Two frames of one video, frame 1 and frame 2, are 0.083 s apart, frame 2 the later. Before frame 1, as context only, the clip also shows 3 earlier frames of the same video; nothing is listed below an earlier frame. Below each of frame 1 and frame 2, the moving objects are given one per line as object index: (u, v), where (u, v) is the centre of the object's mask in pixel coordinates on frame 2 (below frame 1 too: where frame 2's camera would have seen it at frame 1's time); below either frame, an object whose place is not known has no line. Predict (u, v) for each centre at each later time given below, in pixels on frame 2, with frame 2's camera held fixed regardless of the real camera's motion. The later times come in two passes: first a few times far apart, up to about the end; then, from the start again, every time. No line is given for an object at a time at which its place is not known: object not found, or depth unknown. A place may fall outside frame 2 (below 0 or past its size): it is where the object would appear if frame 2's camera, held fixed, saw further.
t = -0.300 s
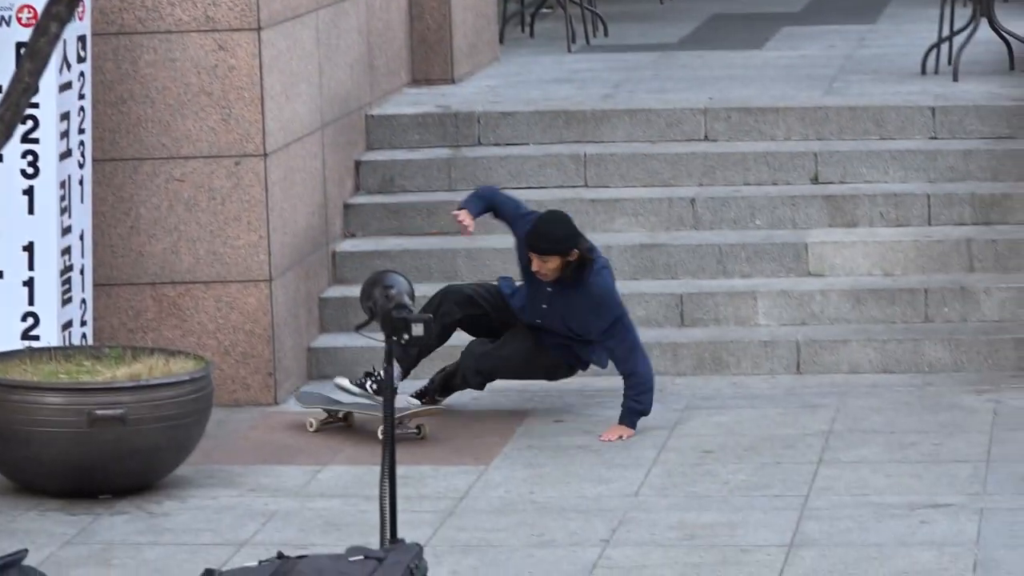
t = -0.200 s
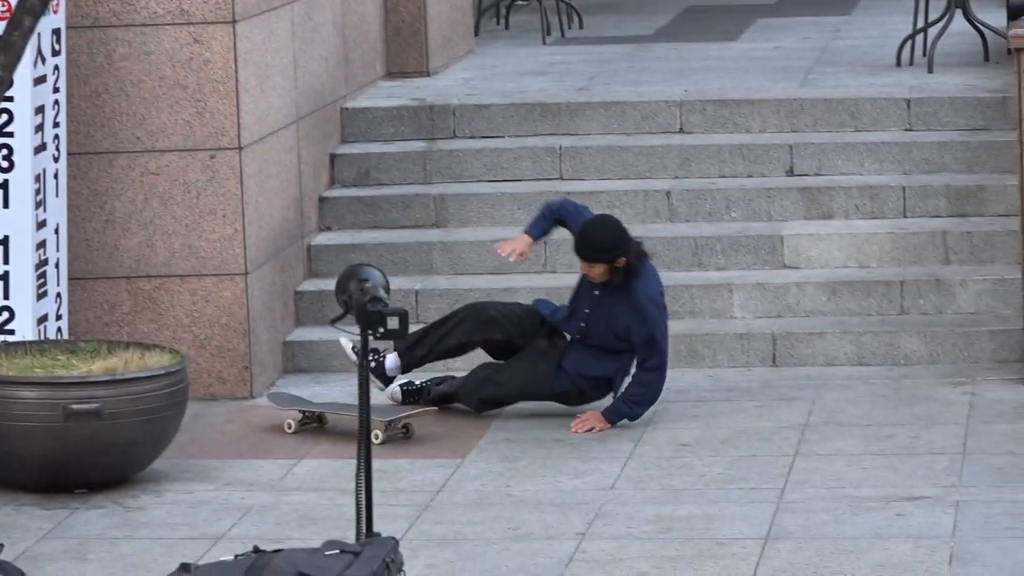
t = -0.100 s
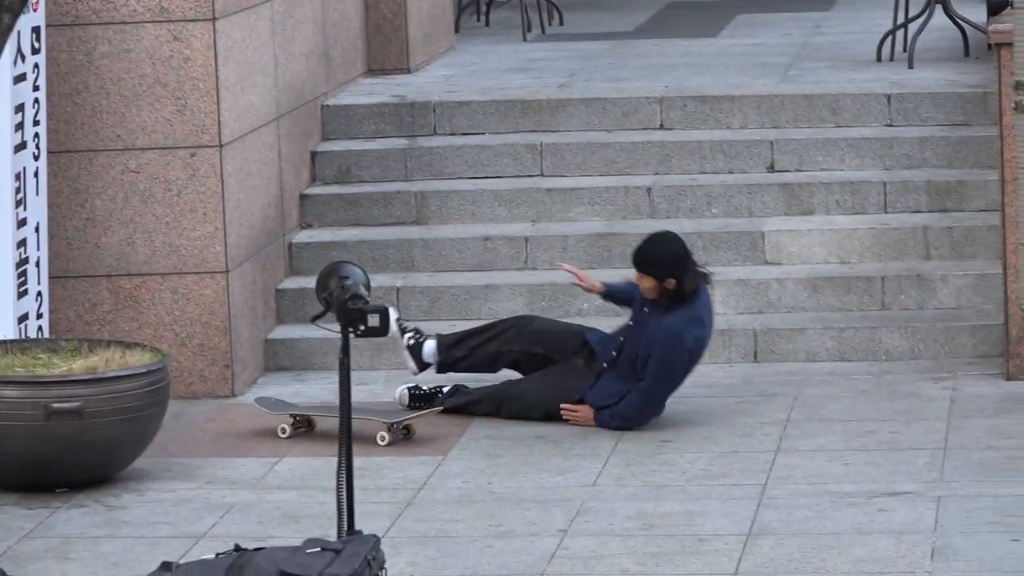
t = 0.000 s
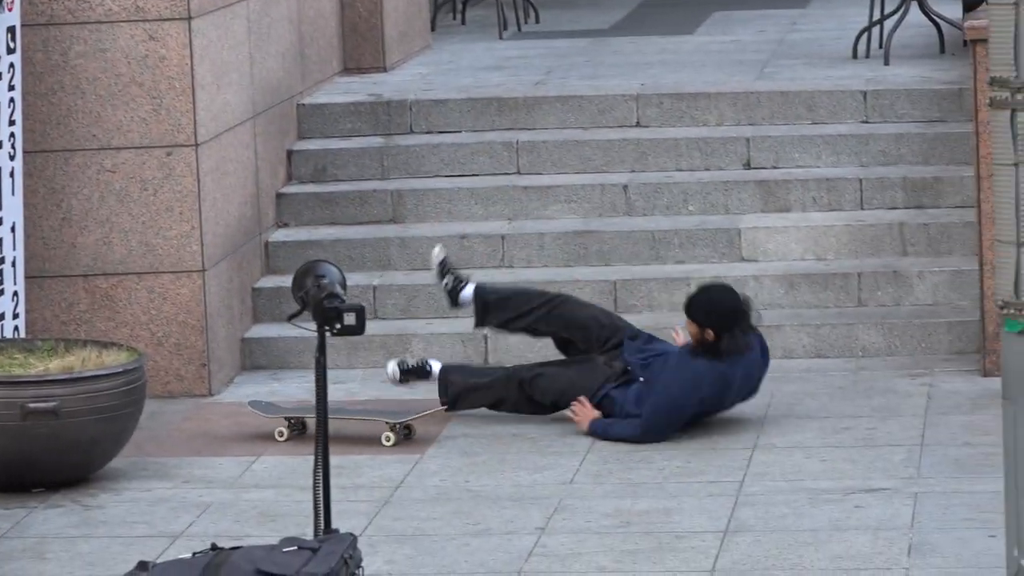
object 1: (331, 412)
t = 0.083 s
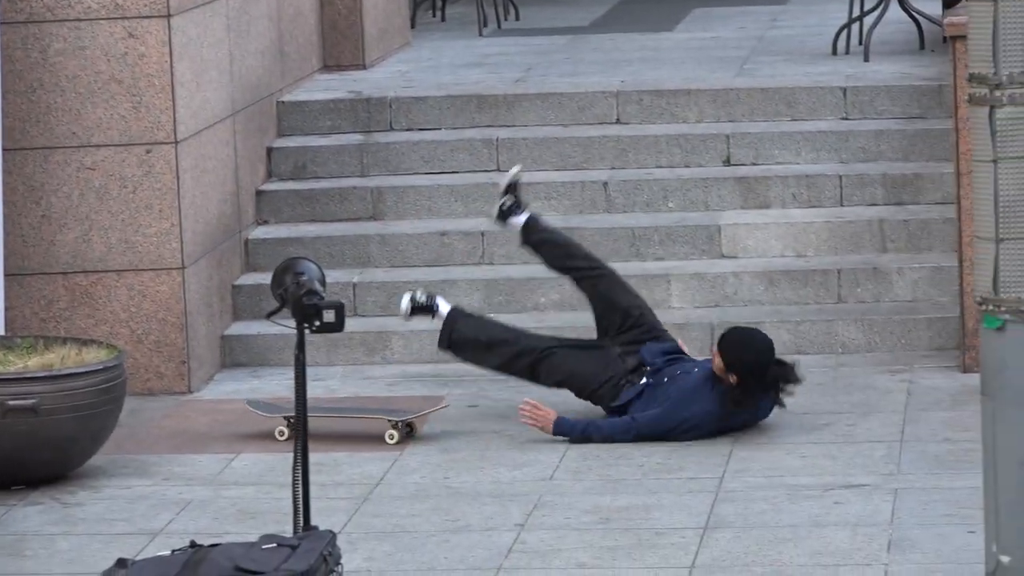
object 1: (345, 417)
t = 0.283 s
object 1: (396, 418)
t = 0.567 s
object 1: (468, 421)
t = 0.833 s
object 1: (539, 422)
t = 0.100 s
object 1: (349, 417)
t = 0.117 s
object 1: (354, 417)
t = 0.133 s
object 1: (361, 416)
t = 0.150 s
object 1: (380, 418)
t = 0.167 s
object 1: (380, 419)
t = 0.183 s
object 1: (380, 418)
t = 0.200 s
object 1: (381, 418)
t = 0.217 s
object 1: (384, 418)
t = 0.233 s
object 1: (387, 418)
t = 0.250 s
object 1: (389, 418)
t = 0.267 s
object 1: (393, 419)
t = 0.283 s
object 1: (396, 418)
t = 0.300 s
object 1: (398, 418)
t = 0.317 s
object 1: (402, 418)
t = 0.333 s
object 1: (407, 418)
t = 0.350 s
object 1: (412, 418)
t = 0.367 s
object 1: (415, 418)
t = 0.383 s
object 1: (420, 418)
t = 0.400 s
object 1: (425, 419)
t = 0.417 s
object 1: (428, 419)
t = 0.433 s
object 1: (432, 419)
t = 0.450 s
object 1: (437, 419)
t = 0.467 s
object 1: (443, 420)
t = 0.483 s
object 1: (447, 419)
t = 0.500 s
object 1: (451, 420)
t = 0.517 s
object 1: (455, 421)
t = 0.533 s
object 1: (460, 420)
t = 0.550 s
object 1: (464, 420)
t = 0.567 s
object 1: (468, 421)
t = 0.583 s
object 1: (473, 420)
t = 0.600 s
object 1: (478, 421)
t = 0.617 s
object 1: (483, 421)
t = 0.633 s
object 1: (486, 421)
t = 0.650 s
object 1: (490, 421)
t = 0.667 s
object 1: (495, 421)
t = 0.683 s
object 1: (500, 422)
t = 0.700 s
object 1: (505, 421)
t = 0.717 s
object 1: (509, 421)
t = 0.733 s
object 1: (512, 422)
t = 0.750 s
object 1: (516, 423)
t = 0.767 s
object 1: (521, 422)
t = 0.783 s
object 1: (527, 423)
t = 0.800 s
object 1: (530, 422)
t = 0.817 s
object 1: (536, 423)
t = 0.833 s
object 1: (539, 422)
